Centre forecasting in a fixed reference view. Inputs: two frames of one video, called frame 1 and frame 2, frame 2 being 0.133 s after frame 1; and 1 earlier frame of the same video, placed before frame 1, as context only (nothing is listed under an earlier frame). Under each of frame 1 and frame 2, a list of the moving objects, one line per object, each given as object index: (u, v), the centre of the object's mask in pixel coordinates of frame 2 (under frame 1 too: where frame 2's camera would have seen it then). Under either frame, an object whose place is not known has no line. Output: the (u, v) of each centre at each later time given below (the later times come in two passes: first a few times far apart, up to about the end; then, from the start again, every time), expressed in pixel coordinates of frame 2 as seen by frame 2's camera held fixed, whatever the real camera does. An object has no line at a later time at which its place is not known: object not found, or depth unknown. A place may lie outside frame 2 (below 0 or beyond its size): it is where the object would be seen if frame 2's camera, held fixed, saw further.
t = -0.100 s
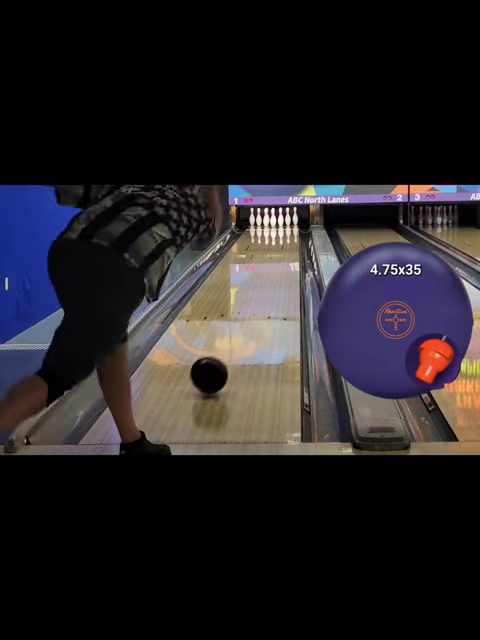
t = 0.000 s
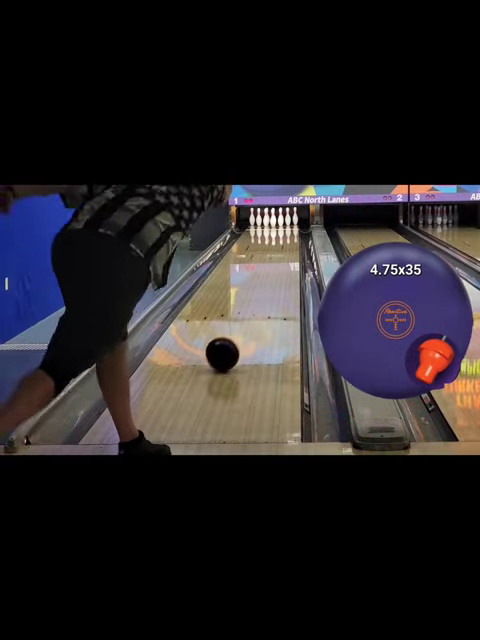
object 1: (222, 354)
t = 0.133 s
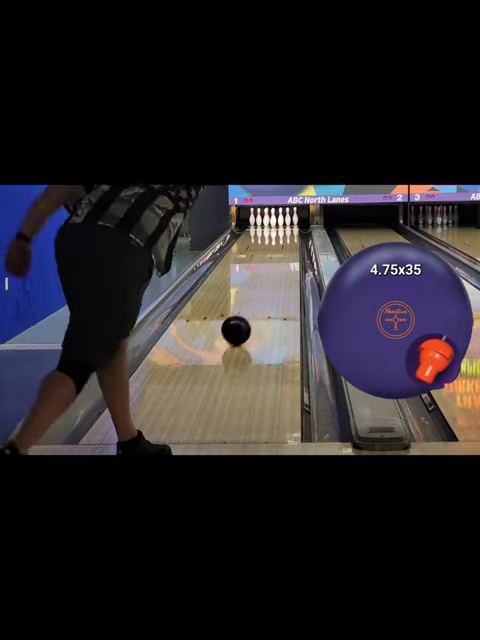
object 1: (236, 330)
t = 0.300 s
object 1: (249, 308)
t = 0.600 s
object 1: (264, 280)
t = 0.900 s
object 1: (274, 262)
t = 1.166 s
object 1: (279, 250)
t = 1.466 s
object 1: (283, 240)
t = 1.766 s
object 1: (283, 232)
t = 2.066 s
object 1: (281, 226)
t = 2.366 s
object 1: (276, 222)
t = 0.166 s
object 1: (239, 325)
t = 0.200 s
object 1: (241, 320)
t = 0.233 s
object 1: (244, 316)
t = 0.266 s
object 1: (246, 312)
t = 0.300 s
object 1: (249, 308)
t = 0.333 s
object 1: (251, 304)
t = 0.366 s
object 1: (253, 300)
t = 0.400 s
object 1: (255, 297)
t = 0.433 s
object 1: (256, 294)
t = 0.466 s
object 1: (258, 291)
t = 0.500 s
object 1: (260, 288)
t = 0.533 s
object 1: (261, 285)
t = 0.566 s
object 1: (263, 283)
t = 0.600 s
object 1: (264, 280)
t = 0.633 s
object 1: (265, 278)
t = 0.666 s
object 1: (267, 275)
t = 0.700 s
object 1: (268, 274)
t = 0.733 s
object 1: (269, 271)
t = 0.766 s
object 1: (270, 269)
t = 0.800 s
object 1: (271, 268)
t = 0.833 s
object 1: (272, 265)
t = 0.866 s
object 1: (273, 264)
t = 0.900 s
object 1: (274, 262)
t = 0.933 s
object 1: (274, 260)
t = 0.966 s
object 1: (275, 259)
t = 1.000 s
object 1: (276, 257)
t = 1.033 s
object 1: (277, 256)
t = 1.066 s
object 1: (277, 254)
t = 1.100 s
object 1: (278, 253)
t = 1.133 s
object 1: (278, 252)
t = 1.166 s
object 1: (279, 250)
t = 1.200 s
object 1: (280, 249)
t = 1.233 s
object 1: (280, 248)
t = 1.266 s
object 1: (281, 246)
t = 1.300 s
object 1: (281, 245)
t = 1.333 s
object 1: (281, 244)
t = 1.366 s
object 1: (281, 243)
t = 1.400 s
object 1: (282, 242)
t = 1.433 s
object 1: (282, 241)
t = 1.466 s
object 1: (283, 240)
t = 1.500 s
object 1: (283, 239)
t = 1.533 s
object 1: (283, 238)
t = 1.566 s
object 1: (283, 237)
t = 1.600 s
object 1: (283, 236)
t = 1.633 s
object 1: (283, 235)
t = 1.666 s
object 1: (283, 234)
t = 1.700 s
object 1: (283, 234)
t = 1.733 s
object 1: (283, 233)
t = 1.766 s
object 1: (283, 232)
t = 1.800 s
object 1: (283, 231)
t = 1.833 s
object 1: (283, 230)
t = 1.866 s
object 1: (282, 230)
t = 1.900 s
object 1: (282, 229)
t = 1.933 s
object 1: (282, 229)
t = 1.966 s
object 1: (282, 228)
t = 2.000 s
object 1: (281, 227)
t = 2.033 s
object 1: (281, 227)
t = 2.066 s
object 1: (281, 226)
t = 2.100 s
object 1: (281, 225)
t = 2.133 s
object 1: (280, 225)
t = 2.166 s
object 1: (280, 225)
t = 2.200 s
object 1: (280, 224)
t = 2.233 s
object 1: (278, 224)
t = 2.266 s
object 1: (277, 223)
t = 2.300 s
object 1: (276, 223)
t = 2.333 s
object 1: (276, 222)
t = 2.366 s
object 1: (276, 222)
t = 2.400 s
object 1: (276, 221)
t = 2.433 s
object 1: (275, 221)
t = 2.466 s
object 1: (276, 221)
